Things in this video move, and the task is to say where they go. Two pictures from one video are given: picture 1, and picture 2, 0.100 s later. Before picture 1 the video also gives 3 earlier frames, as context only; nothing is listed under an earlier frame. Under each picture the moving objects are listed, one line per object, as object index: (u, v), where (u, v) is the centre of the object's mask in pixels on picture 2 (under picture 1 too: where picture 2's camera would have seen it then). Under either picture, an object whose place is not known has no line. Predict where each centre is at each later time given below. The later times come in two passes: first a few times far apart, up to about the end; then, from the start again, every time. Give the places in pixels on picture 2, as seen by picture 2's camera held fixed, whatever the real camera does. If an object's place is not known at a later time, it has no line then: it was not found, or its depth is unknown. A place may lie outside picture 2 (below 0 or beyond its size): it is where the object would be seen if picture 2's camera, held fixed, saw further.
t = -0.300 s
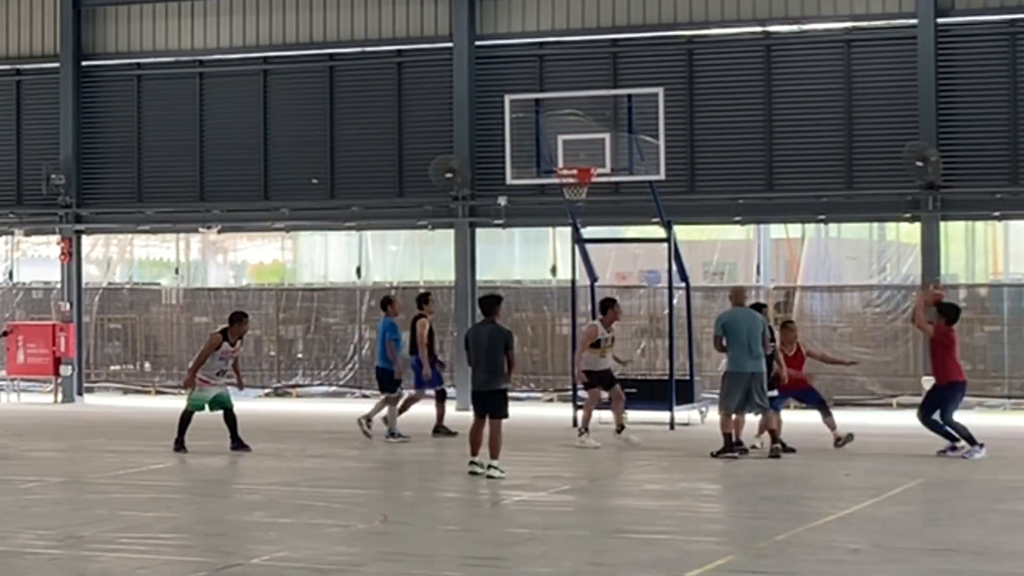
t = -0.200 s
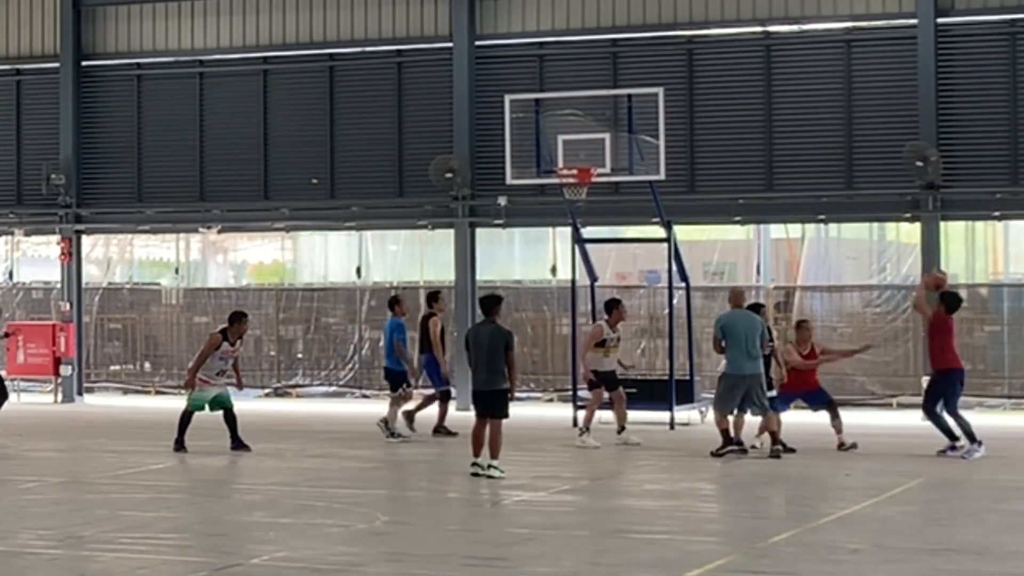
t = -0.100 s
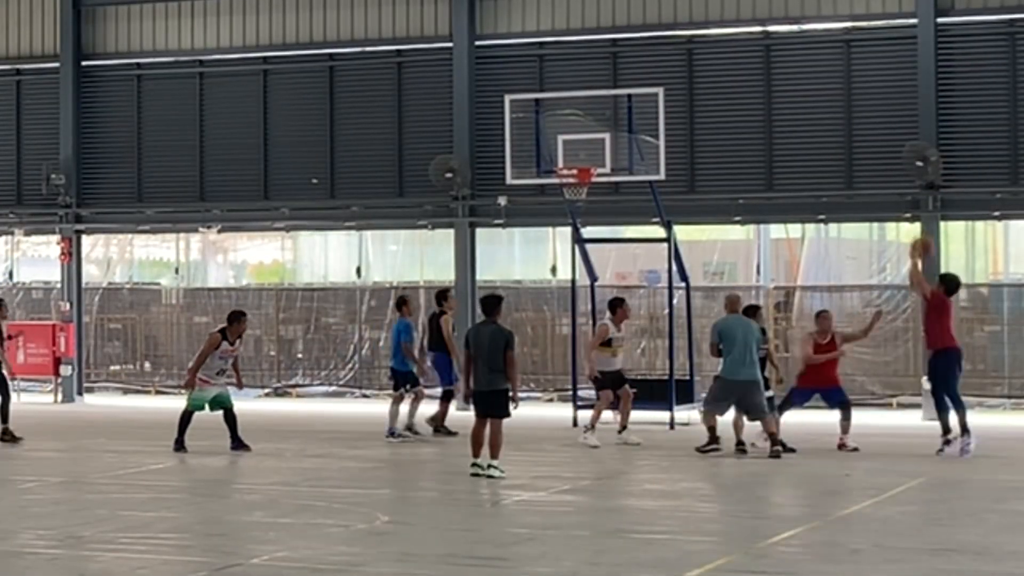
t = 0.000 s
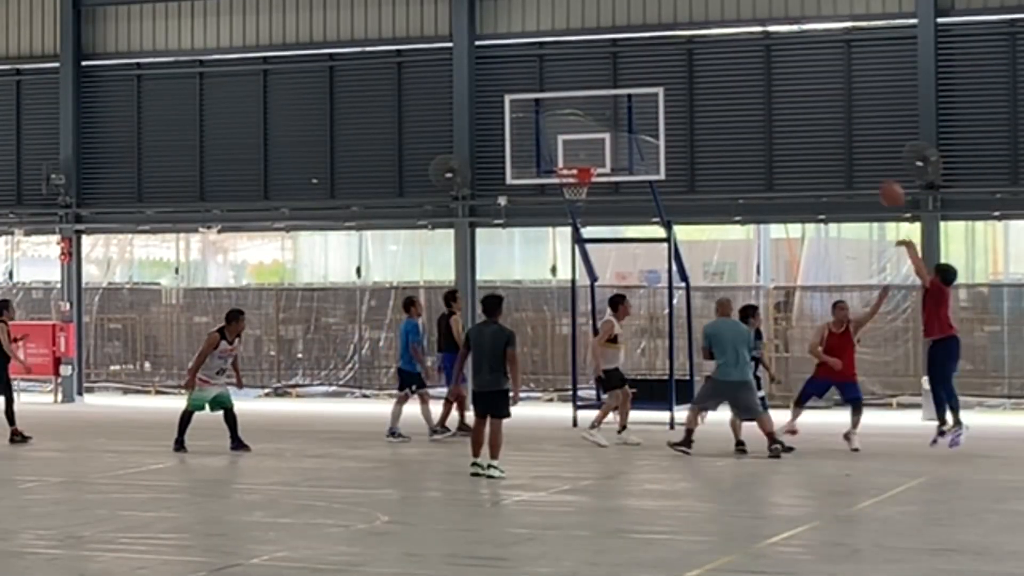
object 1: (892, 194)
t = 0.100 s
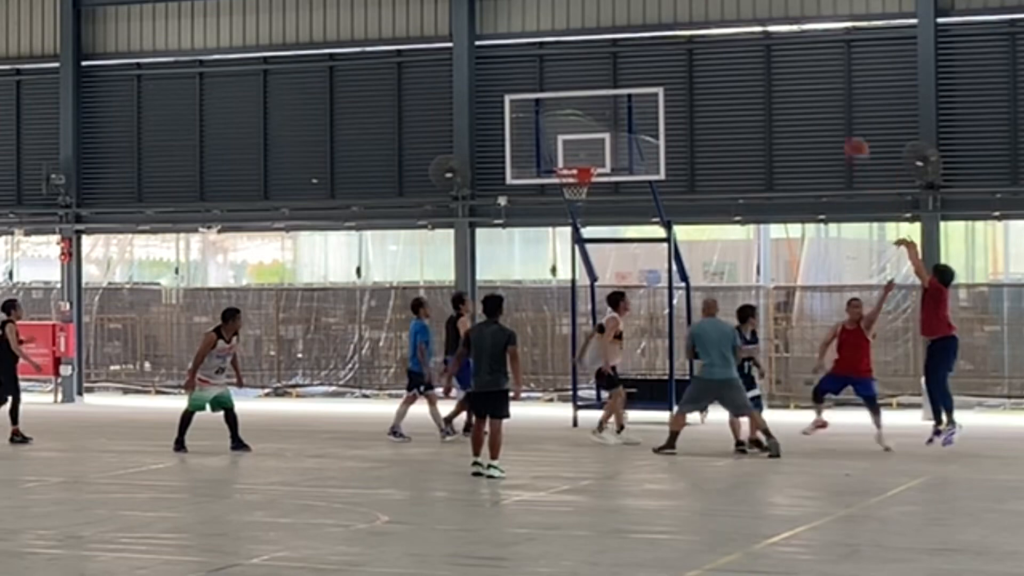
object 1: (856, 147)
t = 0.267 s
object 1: (801, 96)
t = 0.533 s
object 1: (716, 70)
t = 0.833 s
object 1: (626, 115)
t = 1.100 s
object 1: (564, 188)
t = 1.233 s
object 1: (556, 216)
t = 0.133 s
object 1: (846, 135)
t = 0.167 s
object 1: (834, 125)
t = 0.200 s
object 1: (823, 114)
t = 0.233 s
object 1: (812, 104)
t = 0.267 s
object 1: (801, 96)
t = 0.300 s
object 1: (790, 89)
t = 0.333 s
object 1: (779, 83)
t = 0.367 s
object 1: (768, 79)
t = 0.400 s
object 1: (756, 75)
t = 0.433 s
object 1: (747, 72)
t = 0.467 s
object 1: (737, 71)
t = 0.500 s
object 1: (727, 70)
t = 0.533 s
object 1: (716, 70)
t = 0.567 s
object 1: (705, 70)
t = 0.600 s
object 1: (695, 73)
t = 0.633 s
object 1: (686, 76)
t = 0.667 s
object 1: (677, 80)
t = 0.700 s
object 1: (668, 86)
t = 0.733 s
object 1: (656, 91)
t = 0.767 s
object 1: (647, 98)
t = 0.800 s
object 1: (637, 105)
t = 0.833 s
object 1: (626, 115)
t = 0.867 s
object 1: (618, 122)
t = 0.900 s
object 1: (609, 134)
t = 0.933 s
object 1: (599, 144)
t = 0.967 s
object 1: (590, 157)
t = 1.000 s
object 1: (579, 165)
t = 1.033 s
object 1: (572, 176)
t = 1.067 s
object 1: (564, 184)
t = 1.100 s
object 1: (564, 188)
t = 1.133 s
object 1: (562, 194)
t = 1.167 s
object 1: (559, 202)
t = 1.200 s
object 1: (557, 209)
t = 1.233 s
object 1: (556, 216)
